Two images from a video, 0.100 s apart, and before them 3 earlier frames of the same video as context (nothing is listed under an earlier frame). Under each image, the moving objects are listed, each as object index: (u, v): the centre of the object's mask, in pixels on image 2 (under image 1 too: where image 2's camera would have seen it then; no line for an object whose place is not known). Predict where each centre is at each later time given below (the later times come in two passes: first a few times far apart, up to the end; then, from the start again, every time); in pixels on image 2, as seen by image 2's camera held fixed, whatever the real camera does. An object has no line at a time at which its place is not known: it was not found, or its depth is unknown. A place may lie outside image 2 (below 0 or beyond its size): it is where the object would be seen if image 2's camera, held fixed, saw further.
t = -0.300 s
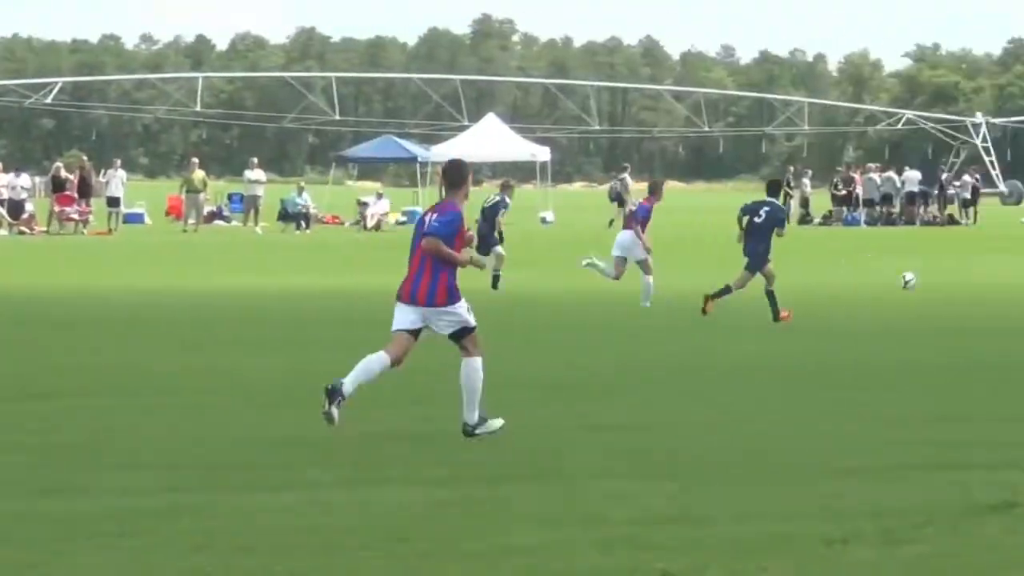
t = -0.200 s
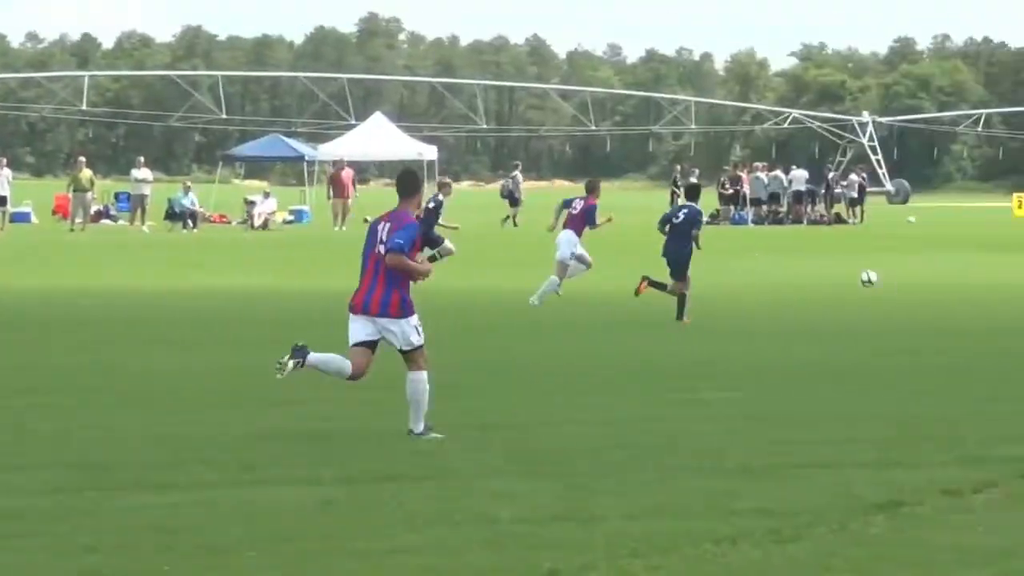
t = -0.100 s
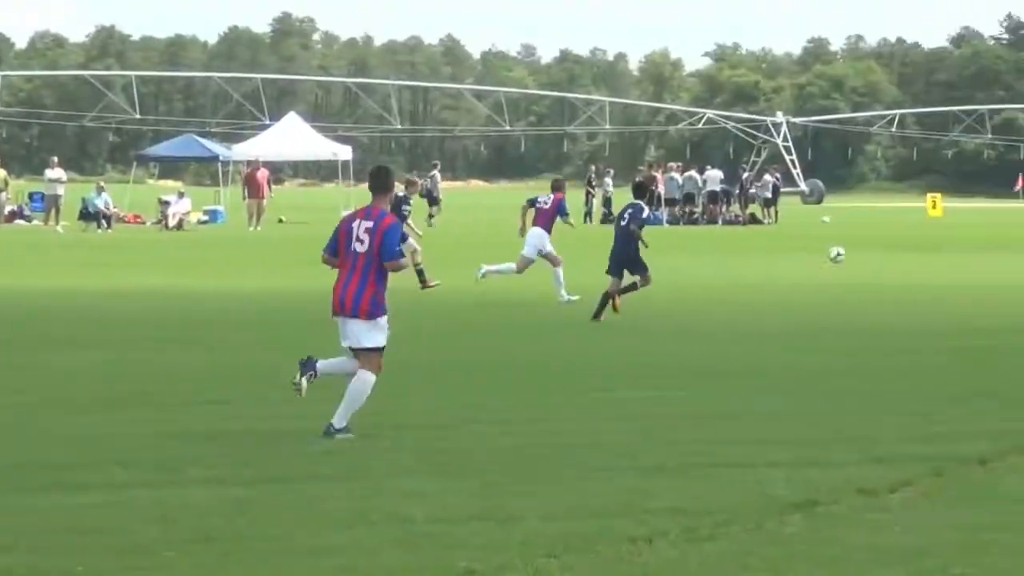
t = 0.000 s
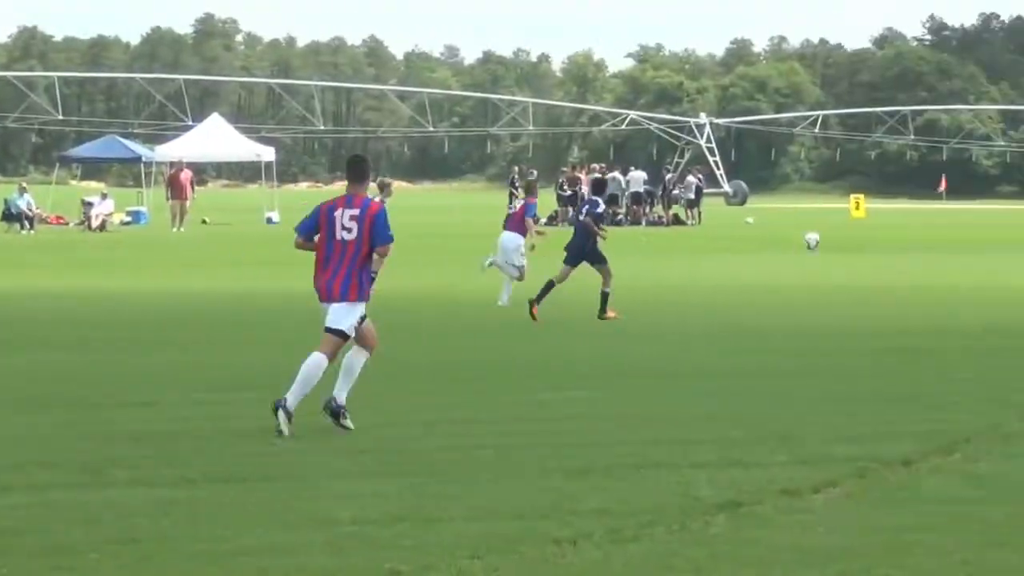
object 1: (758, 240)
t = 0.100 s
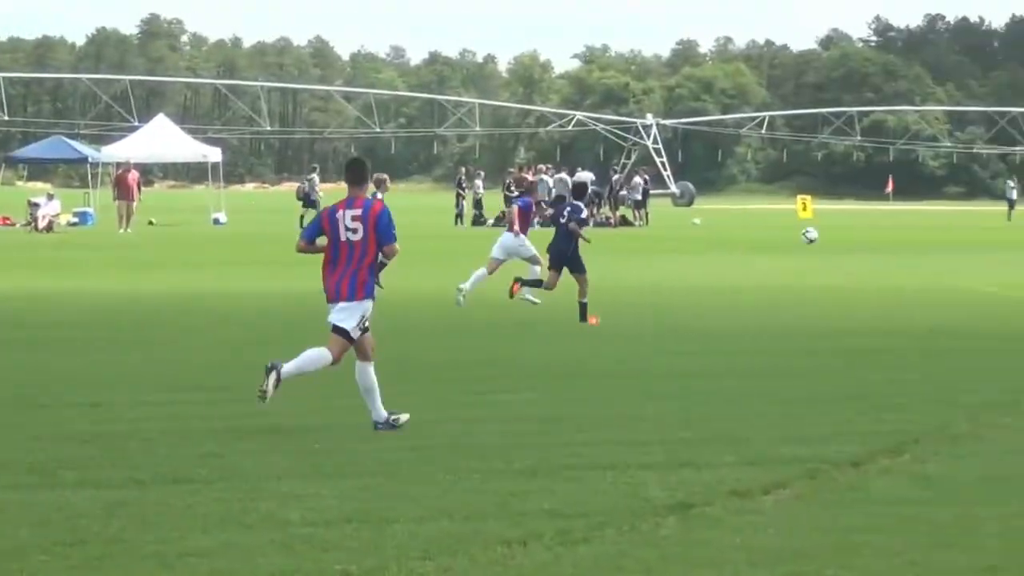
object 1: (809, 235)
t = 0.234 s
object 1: (874, 238)
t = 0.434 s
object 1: (967, 271)
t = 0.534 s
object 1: (1010, 294)
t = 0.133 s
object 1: (826, 235)
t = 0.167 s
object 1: (842, 235)
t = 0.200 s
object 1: (859, 236)
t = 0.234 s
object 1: (874, 238)
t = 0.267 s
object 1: (891, 241)
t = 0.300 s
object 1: (906, 245)
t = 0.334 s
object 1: (922, 250)
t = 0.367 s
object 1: (938, 256)
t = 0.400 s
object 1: (953, 263)
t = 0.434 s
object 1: (967, 271)
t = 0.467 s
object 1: (982, 279)
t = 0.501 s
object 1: (996, 289)
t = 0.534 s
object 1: (1010, 294)
